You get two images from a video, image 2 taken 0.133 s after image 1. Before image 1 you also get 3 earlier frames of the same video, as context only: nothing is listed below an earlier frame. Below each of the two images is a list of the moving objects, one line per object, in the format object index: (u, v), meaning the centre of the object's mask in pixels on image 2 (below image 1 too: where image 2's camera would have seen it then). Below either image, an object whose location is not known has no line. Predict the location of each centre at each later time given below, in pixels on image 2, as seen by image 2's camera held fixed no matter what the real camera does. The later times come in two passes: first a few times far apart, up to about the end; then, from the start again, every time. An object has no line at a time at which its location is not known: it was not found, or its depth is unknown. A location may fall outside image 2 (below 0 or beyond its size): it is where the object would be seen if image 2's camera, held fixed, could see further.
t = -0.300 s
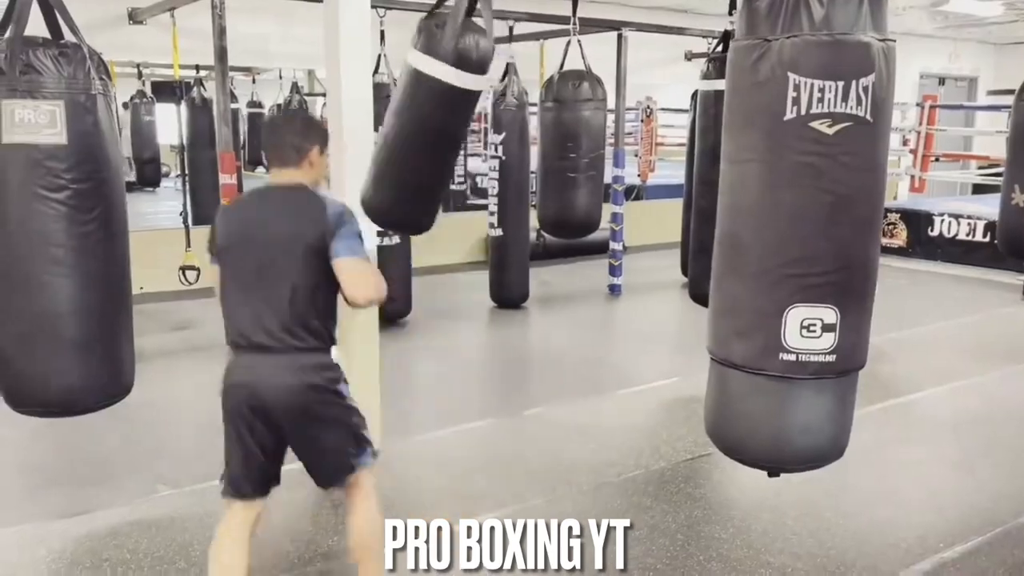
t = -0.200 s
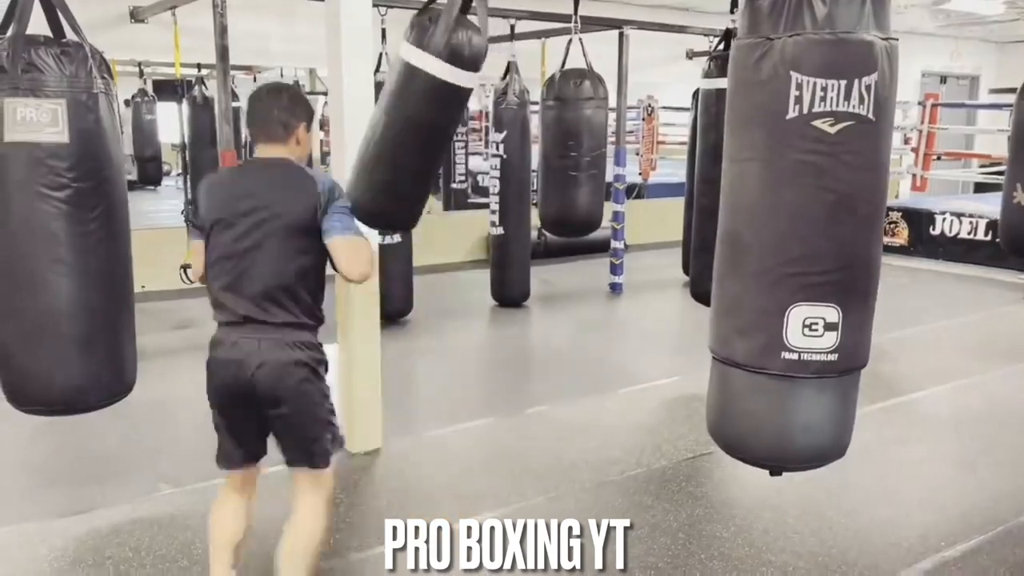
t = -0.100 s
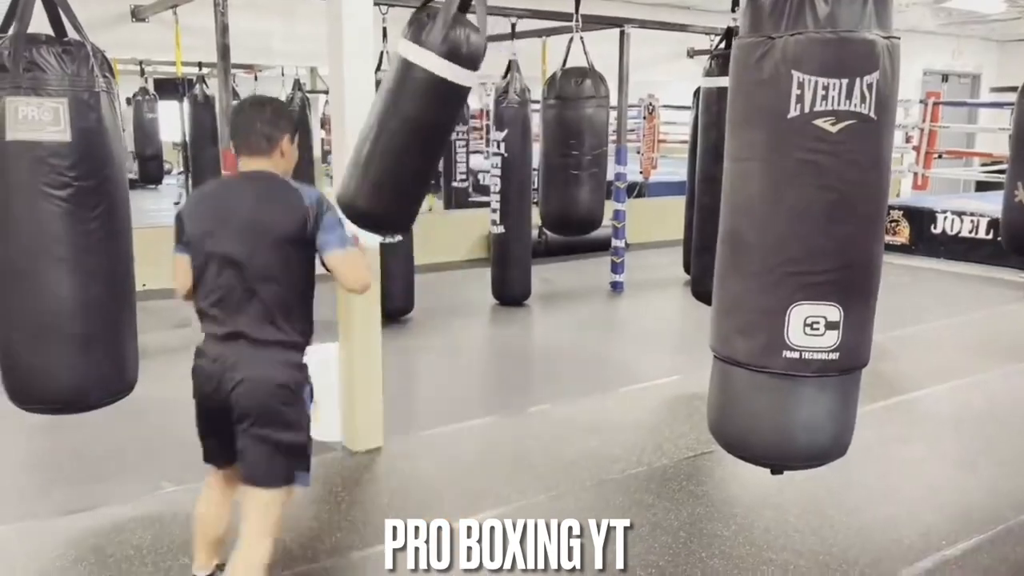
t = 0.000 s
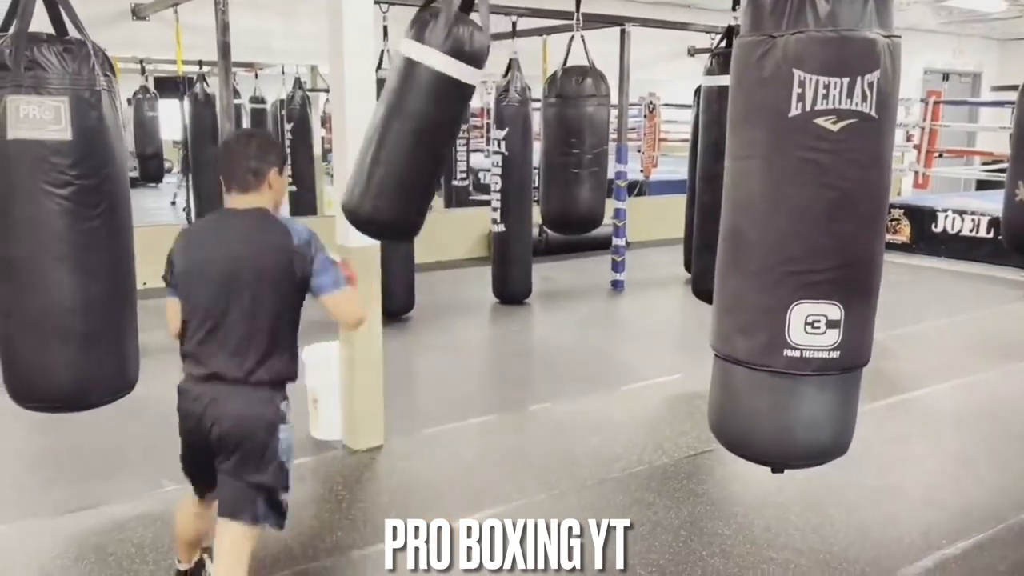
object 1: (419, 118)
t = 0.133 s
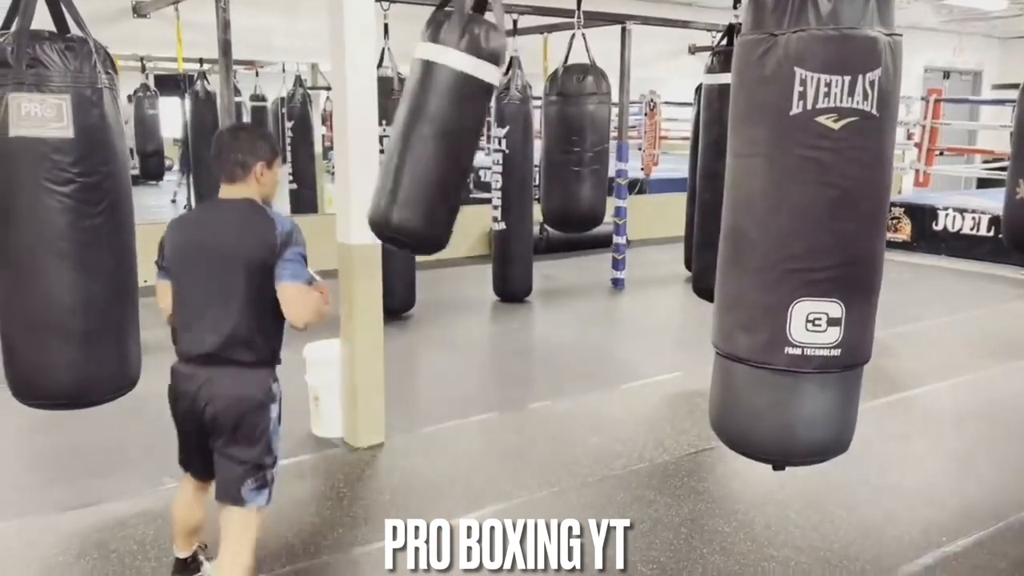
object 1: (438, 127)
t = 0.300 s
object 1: (485, 137)
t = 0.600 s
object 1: (585, 132)
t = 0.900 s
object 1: (624, 123)
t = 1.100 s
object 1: (599, 128)
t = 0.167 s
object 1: (446, 129)
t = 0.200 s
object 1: (454, 131)
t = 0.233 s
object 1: (463, 133)
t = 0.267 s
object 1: (474, 135)
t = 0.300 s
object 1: (485, 137)
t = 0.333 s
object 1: (495, 137)
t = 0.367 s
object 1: (507, 137)
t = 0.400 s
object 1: (520, 137)
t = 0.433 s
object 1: (531, 136)
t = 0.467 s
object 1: (542, 137)
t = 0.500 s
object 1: (552, 137)
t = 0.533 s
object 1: (563, 135)
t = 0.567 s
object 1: (575, 134)
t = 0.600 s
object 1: (585, 132)
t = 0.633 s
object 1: (593, 130)
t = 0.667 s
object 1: (601, 128)
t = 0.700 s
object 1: (608, 126)
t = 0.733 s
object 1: (614, 125)
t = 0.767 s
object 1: (618, 124)
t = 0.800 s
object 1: (622, 123)
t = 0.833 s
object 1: (624, 123)
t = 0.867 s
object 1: (624, 123)
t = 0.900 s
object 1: (624, 123)
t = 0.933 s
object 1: (623, 124)
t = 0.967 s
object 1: (619, 125)
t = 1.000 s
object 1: (616, 125)
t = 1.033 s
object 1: (611, 126)
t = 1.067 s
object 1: (606, 127)
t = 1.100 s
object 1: (599, 128)
